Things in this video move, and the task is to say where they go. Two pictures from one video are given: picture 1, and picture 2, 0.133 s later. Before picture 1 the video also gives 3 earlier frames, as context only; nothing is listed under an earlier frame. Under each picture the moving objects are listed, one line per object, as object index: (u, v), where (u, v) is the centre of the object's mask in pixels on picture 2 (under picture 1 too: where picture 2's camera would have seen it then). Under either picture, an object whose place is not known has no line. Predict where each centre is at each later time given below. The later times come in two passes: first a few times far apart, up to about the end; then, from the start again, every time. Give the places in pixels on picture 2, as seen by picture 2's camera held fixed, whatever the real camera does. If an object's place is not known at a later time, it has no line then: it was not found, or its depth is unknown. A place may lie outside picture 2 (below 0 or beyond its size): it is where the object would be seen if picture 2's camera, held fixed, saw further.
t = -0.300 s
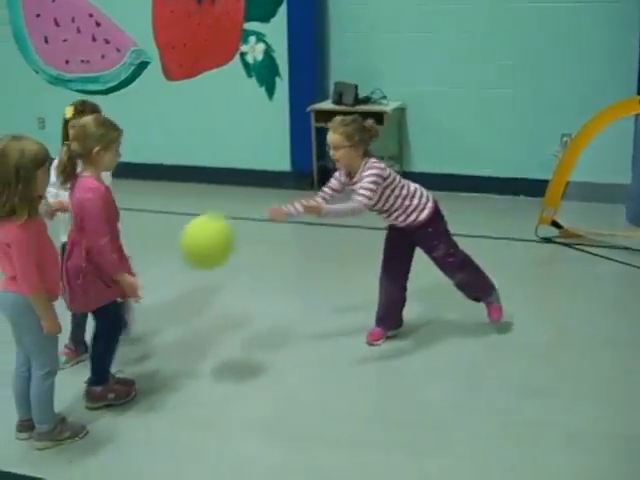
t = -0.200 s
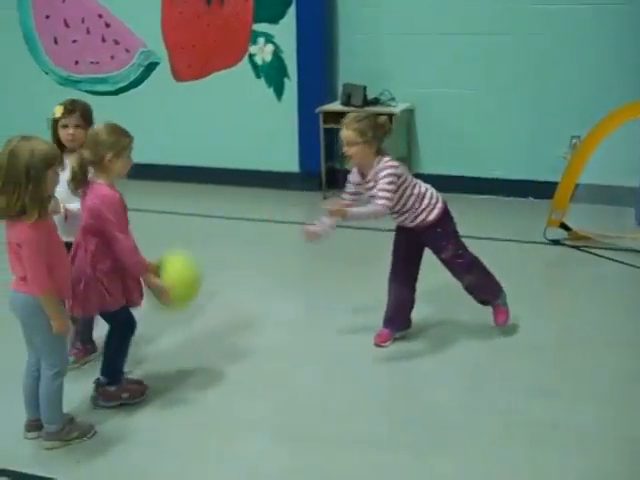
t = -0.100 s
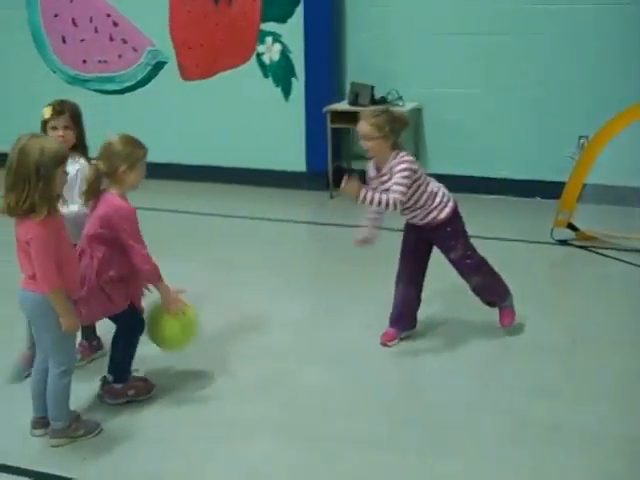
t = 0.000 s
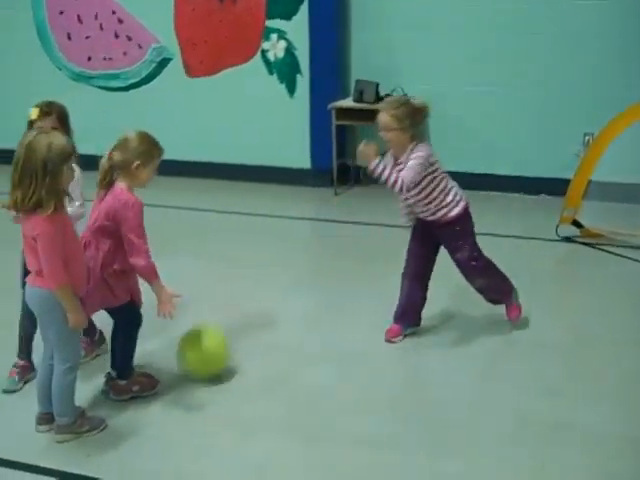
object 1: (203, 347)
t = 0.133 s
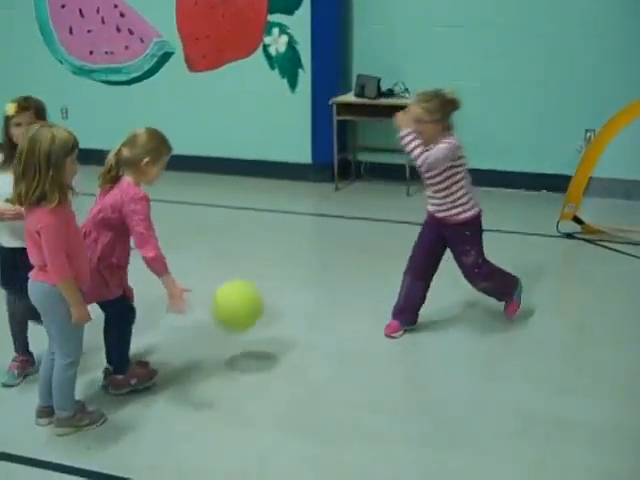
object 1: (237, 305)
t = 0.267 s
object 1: (271, 301)
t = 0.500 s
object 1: (327, 306)
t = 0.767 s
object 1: (386, 307)
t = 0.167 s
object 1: (246, 300)
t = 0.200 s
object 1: (254, 298)
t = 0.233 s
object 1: (263, 298)
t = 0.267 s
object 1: (271, 301)
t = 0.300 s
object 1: (279, 306)
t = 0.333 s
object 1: (287, 312)
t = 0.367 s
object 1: (295, 321)
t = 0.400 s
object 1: (303, 329)
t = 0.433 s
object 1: (310, 320)
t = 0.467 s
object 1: (318, 312)
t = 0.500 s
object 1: (327, 306)
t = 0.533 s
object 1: (335, 303)
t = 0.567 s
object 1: (343, 302)
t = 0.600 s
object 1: (351, 302)
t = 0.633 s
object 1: (358, 306)
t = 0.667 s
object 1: (365, 309)
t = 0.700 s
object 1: (372, 317)
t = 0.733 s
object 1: (380, 314)
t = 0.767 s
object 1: (386, 307)
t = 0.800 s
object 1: (394, 302)
